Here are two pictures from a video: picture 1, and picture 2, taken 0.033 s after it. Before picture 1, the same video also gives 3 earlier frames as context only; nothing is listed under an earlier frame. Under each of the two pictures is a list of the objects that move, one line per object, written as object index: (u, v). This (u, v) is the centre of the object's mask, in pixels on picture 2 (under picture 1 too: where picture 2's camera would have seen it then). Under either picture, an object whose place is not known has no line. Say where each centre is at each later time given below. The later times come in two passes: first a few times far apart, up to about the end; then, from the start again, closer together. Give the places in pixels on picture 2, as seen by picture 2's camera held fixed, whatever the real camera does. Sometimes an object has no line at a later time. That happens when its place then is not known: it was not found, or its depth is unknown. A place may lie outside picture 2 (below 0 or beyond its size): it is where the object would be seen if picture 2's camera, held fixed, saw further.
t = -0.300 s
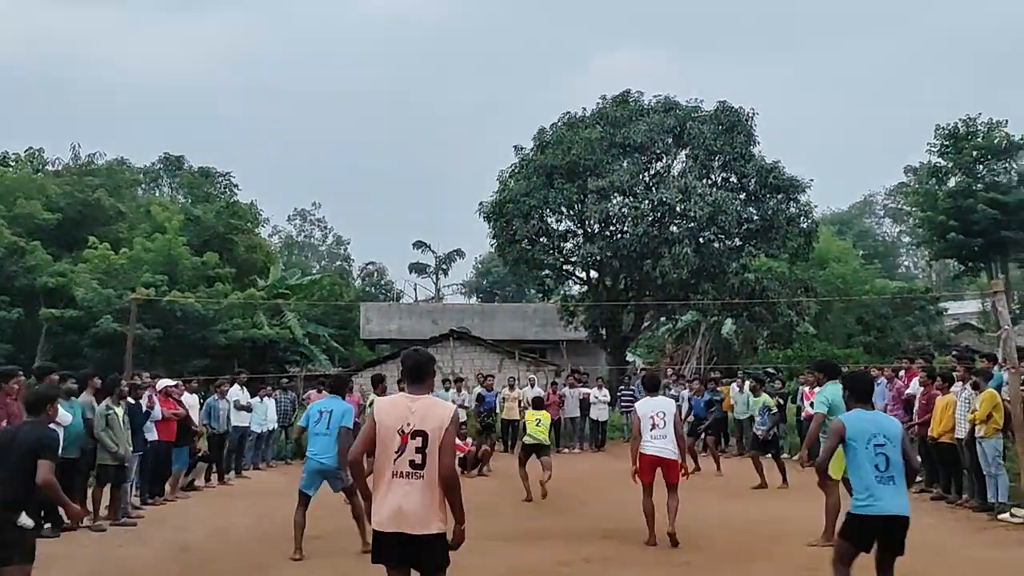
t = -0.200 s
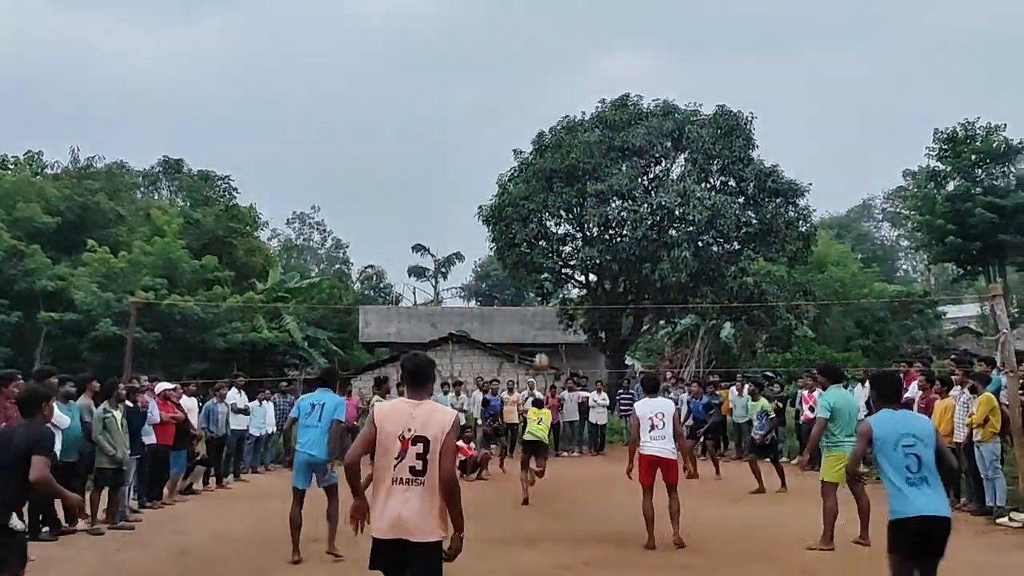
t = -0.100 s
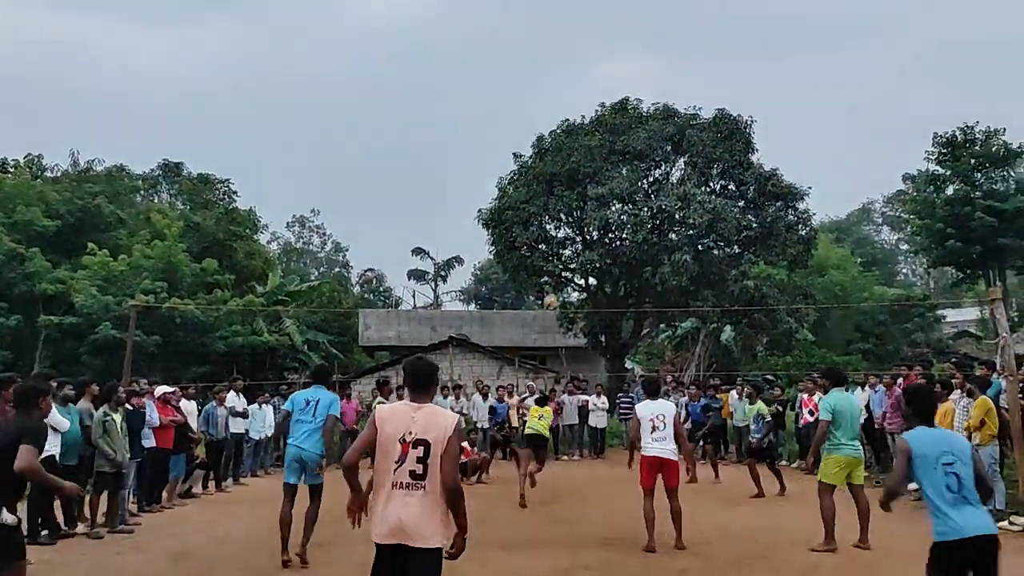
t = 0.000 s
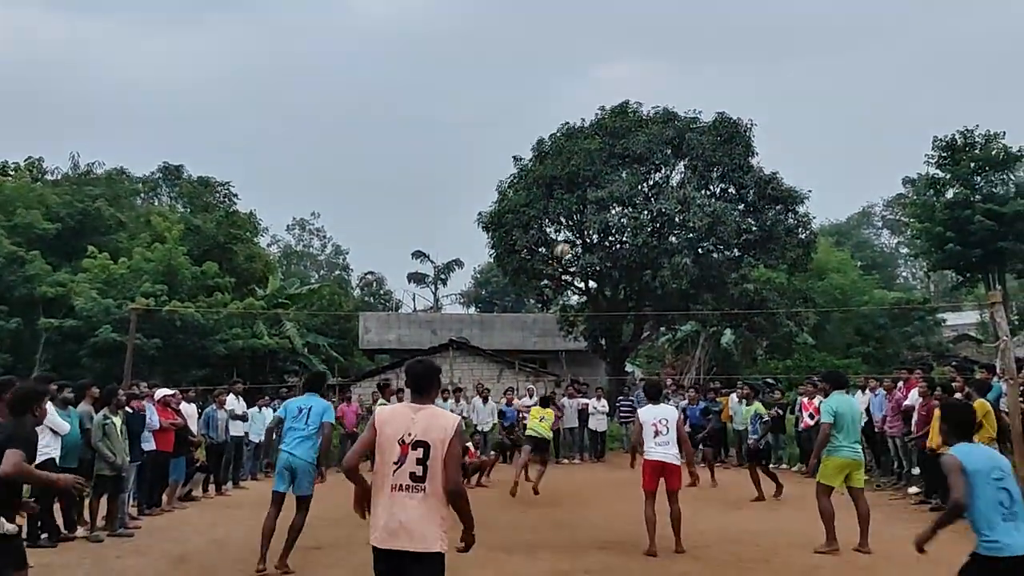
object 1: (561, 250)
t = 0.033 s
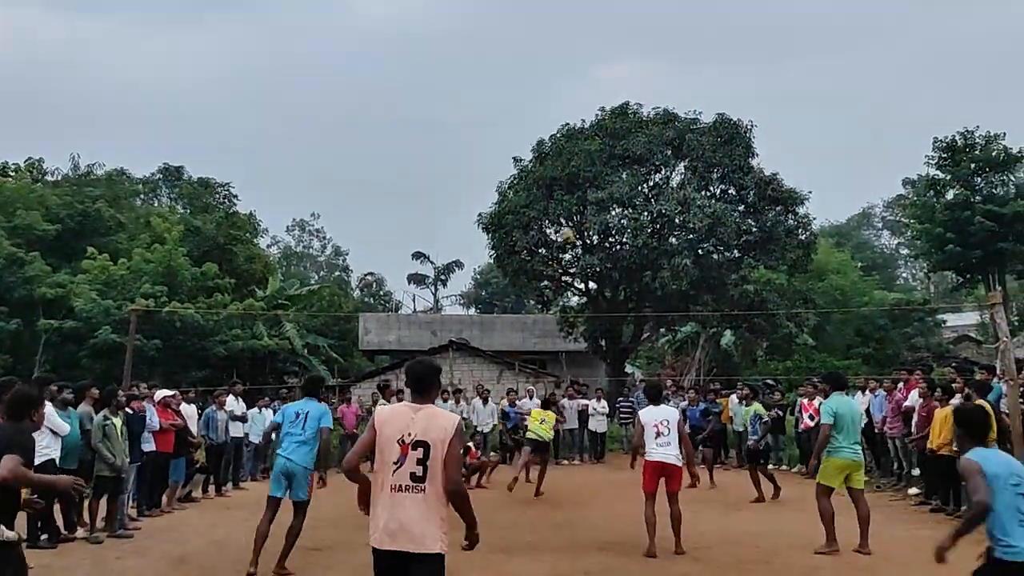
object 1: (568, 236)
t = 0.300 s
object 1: (597, 129)
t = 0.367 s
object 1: (606, 112)
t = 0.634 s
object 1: (638, 67)
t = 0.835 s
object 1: (663, 62)
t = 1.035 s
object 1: (689, 83)
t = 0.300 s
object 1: (597, 129)
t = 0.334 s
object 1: (605, 123)
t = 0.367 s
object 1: (606, 112)
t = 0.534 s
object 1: (626, 78)
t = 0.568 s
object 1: (630, 74)
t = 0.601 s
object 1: (634, 70)
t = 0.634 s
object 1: (638, 67)
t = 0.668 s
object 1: (643, 65)
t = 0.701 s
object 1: (647, 63)
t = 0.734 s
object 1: (651, 62)
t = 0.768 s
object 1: (655, 62)
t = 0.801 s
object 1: (659, 62)
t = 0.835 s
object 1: (663, 62)
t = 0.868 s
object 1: (667, 64)
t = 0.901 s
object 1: (671, 66)
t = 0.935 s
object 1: (676, 70)
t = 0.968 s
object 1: (680, 73)
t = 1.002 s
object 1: (684, 77)
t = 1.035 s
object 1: (689, 83)
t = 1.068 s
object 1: (693, 88)
